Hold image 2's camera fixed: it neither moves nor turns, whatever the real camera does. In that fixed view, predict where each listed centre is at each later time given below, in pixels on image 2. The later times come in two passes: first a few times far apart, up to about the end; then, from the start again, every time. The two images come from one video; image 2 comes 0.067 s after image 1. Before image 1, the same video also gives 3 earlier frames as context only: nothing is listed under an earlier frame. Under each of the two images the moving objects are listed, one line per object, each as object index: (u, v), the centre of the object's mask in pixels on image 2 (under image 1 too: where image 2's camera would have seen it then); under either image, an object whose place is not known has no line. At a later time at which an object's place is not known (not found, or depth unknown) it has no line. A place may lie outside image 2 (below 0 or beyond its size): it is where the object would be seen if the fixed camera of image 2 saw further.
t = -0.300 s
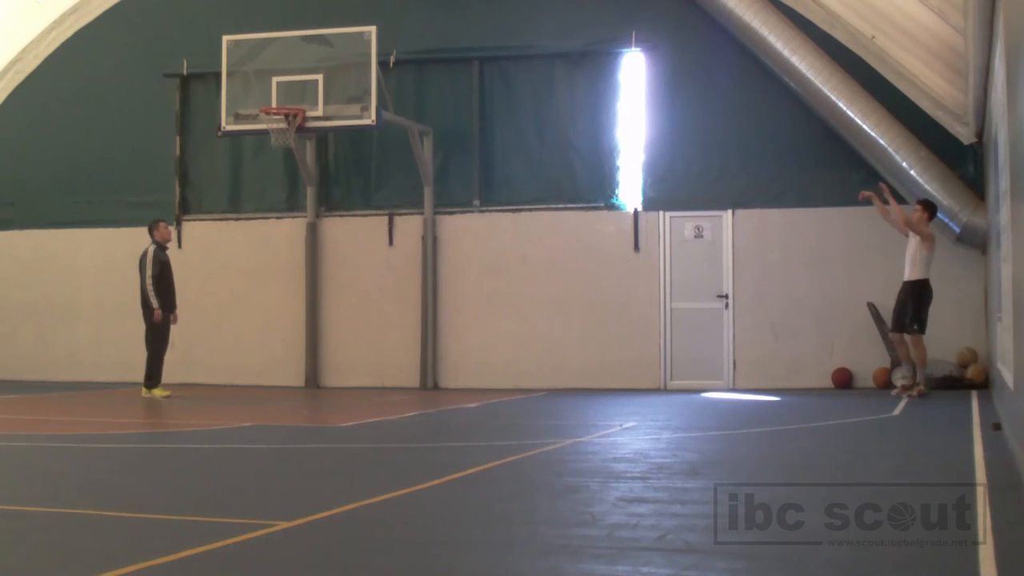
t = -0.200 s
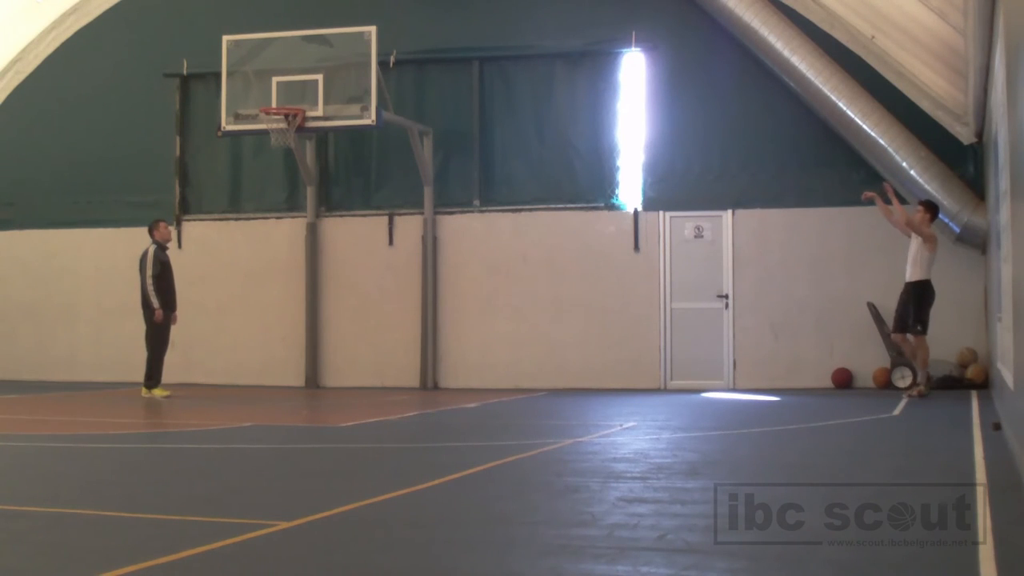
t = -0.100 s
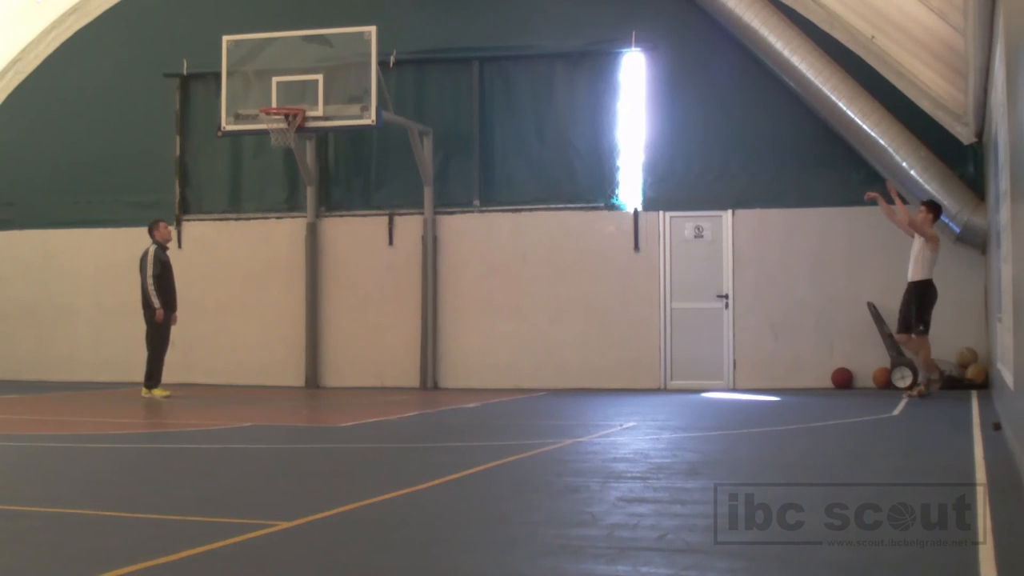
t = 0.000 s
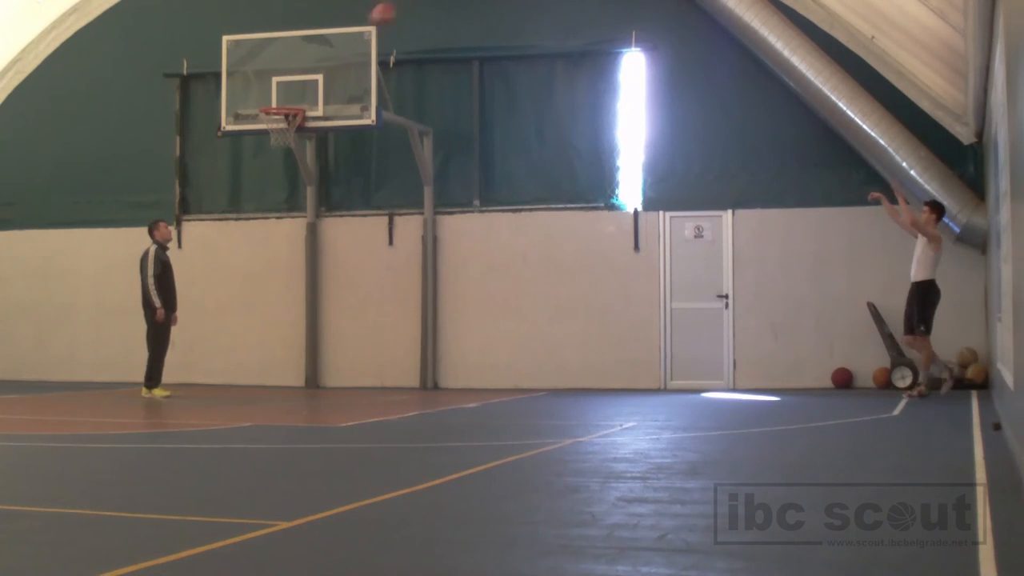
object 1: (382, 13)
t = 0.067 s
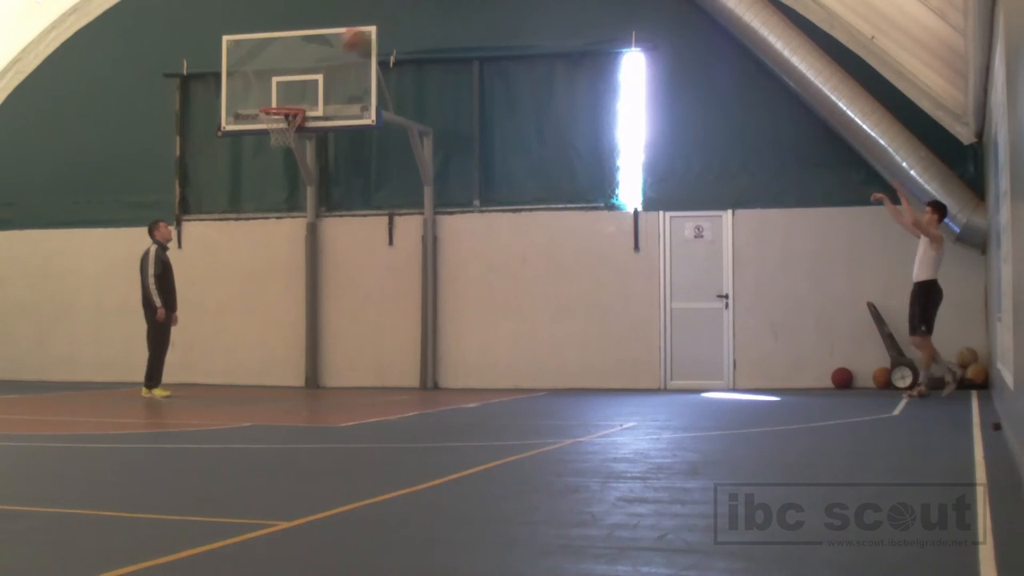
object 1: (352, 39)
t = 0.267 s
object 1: (271, 111)
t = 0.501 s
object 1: (293, 136)
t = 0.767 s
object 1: (274, 200)
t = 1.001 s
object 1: (258, 307)
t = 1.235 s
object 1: (241, 333)
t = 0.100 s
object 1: (338, 51)
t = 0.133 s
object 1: (322, 65)
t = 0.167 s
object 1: (308, 82)
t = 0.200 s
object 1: (292, 98)
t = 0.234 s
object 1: (280, 107)
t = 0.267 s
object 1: (271, 111)
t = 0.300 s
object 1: (274, 111)
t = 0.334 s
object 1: (291, 117)
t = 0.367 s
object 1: (292, 120)
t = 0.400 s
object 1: (295, 122)
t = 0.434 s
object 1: (296, 126)
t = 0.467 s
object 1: (295, 132)
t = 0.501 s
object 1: (293, 136)
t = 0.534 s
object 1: (289, 142)
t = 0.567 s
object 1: (288, 146)
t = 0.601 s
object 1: (284, 153)
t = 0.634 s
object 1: (283, 160)
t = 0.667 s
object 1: (281, 169)
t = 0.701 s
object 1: (278, 178)
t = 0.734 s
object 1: (276, 189)
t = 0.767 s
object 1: (274, 200)
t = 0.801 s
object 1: (271, 212)
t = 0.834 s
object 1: (269, 227)
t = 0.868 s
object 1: (267, 240)
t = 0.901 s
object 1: (265, 256)
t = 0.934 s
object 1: (263, 272)
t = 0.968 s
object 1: (261, 289)
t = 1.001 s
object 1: (258, 307)
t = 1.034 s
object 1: (256, 326)
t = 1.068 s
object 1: (254, 346)
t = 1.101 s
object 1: (252, 366)
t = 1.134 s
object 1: (250, 380)
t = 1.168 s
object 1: (246, 363)
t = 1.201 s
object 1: (243, 348)
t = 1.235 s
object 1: (241, 333)
